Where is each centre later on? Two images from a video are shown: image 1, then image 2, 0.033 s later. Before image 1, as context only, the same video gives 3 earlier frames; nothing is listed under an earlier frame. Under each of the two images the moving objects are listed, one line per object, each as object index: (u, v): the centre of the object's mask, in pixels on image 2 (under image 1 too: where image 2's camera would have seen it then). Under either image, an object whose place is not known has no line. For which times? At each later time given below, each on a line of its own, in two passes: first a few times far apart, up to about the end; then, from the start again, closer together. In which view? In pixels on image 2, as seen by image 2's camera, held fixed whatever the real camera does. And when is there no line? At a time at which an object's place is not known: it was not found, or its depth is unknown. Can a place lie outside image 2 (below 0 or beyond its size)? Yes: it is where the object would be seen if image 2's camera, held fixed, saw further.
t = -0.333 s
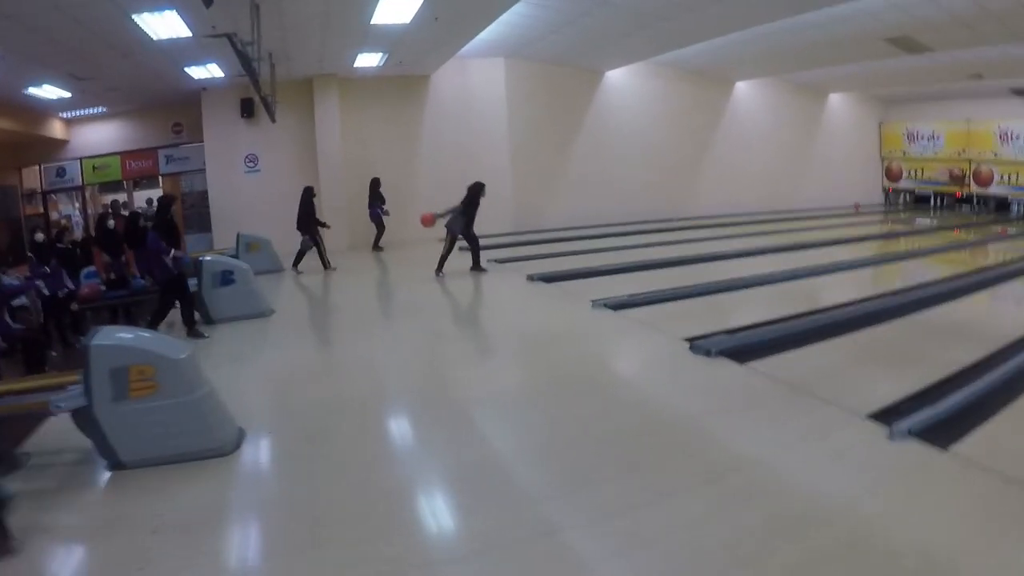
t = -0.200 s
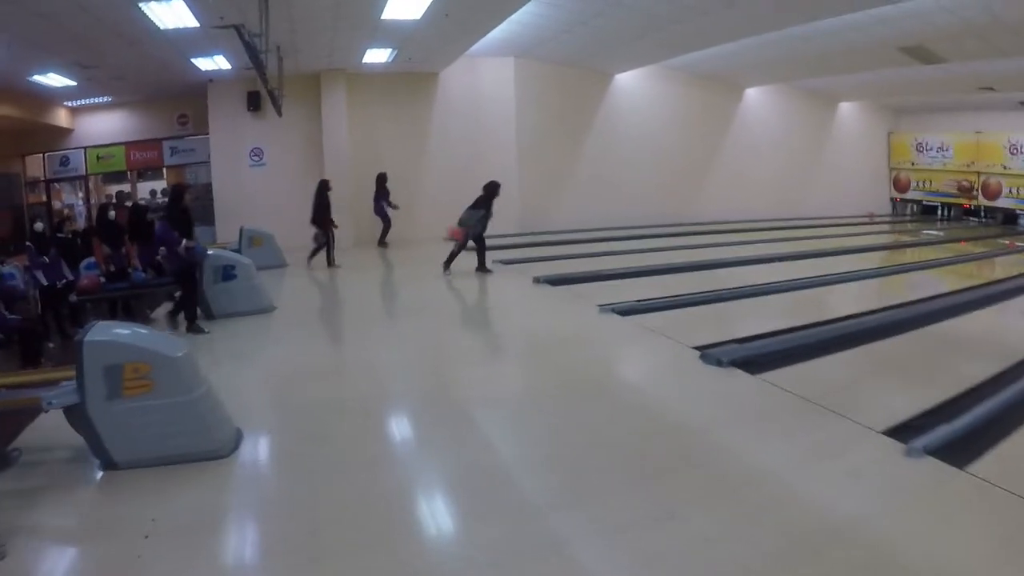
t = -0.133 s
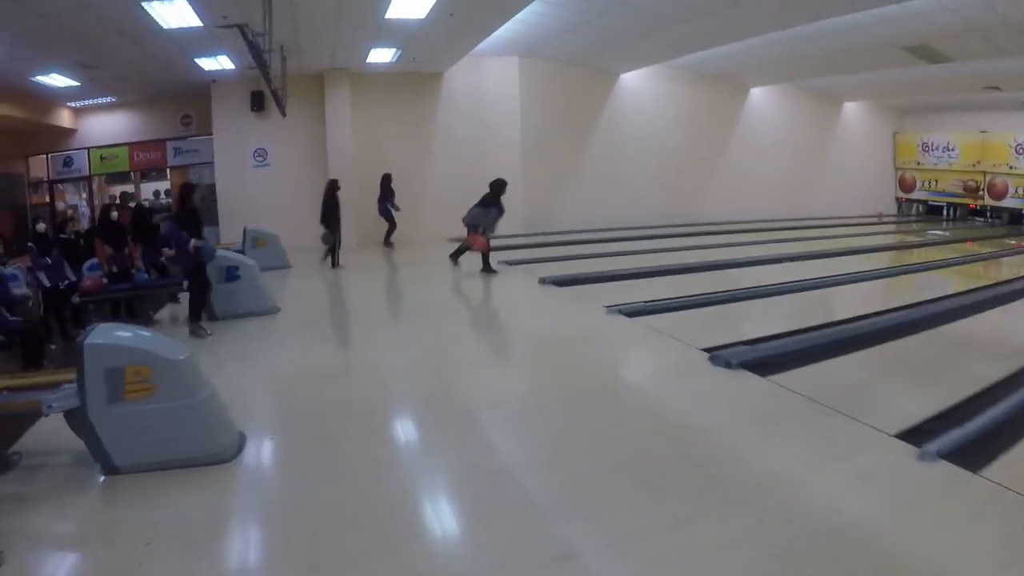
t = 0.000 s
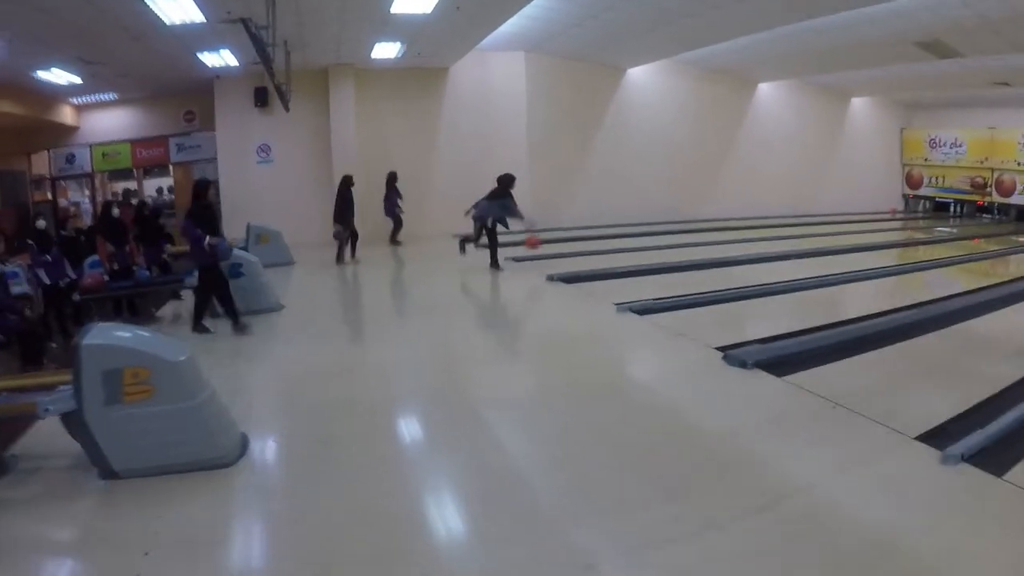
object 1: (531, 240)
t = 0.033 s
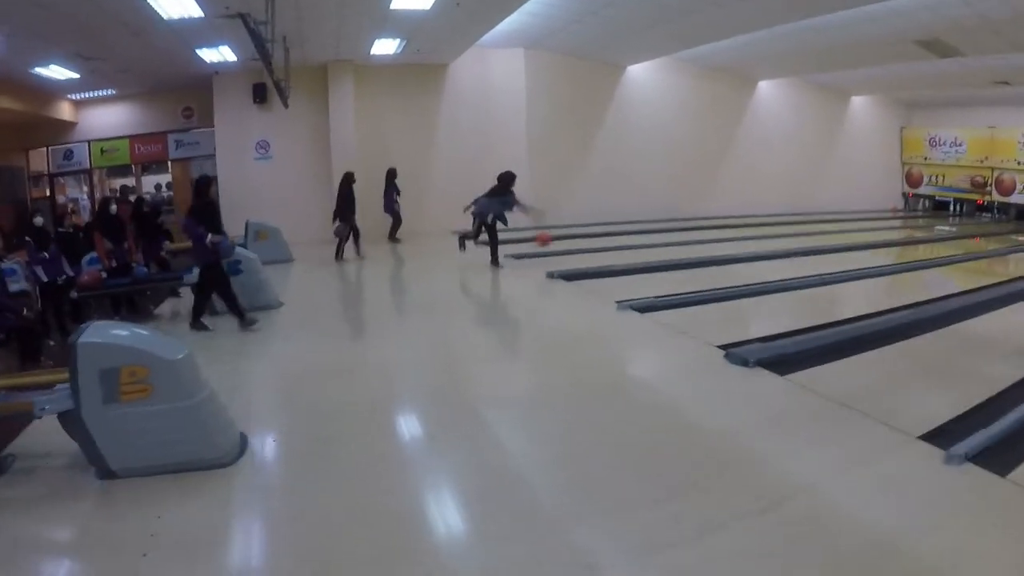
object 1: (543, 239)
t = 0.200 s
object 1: (598, 249)
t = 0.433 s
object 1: (662, 245)
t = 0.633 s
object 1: (709, 244)
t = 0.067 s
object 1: (554, 240)
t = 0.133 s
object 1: (577, 243)
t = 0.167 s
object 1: (588, 246)
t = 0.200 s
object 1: (598, 249)
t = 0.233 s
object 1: (608, 247)
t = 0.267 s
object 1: (618, 244)
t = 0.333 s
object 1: (637, 244)
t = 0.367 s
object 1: (646, 244)
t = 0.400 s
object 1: (654, 245)
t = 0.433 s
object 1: (662, 245)
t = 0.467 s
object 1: (671, 245)
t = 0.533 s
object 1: (687, 245)
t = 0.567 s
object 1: (695, 244)
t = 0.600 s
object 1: (702, 245)
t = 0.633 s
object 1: (709, 244)
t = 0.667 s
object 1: (718, 243)
